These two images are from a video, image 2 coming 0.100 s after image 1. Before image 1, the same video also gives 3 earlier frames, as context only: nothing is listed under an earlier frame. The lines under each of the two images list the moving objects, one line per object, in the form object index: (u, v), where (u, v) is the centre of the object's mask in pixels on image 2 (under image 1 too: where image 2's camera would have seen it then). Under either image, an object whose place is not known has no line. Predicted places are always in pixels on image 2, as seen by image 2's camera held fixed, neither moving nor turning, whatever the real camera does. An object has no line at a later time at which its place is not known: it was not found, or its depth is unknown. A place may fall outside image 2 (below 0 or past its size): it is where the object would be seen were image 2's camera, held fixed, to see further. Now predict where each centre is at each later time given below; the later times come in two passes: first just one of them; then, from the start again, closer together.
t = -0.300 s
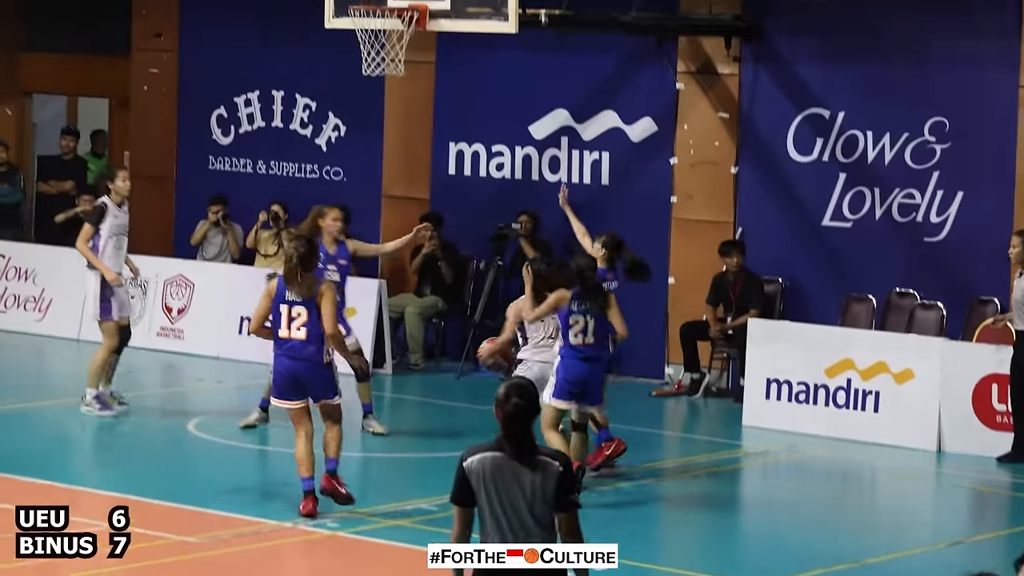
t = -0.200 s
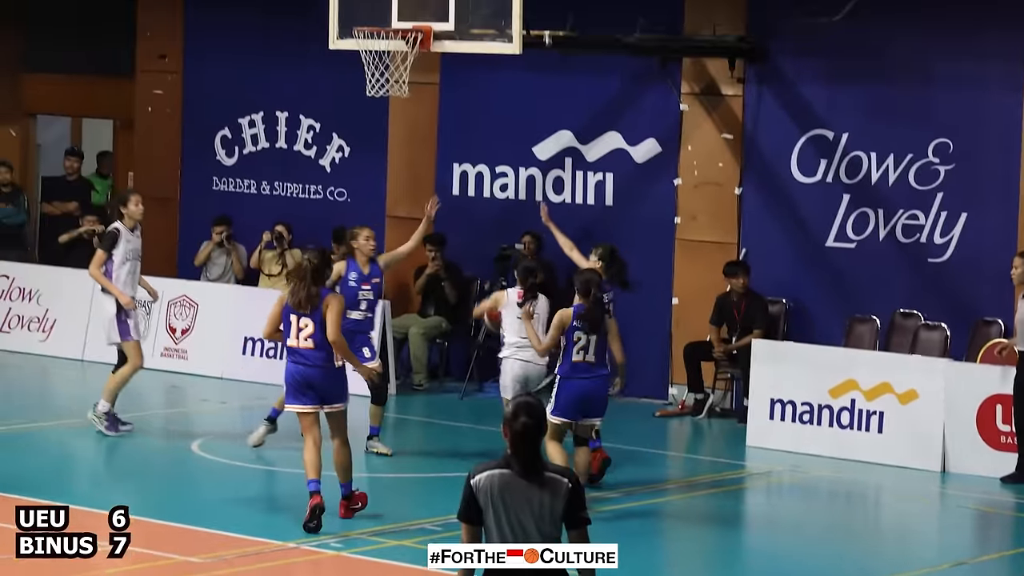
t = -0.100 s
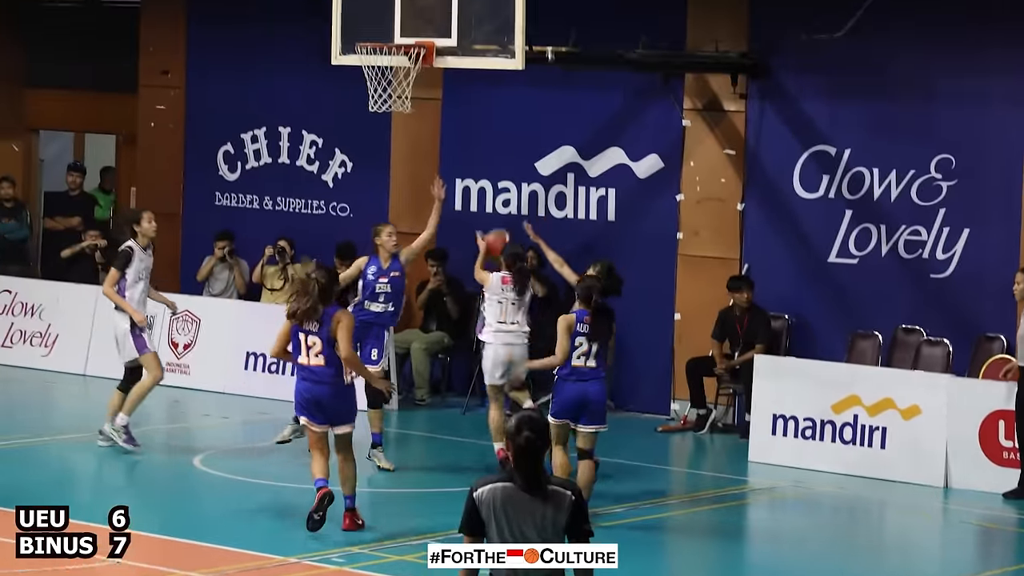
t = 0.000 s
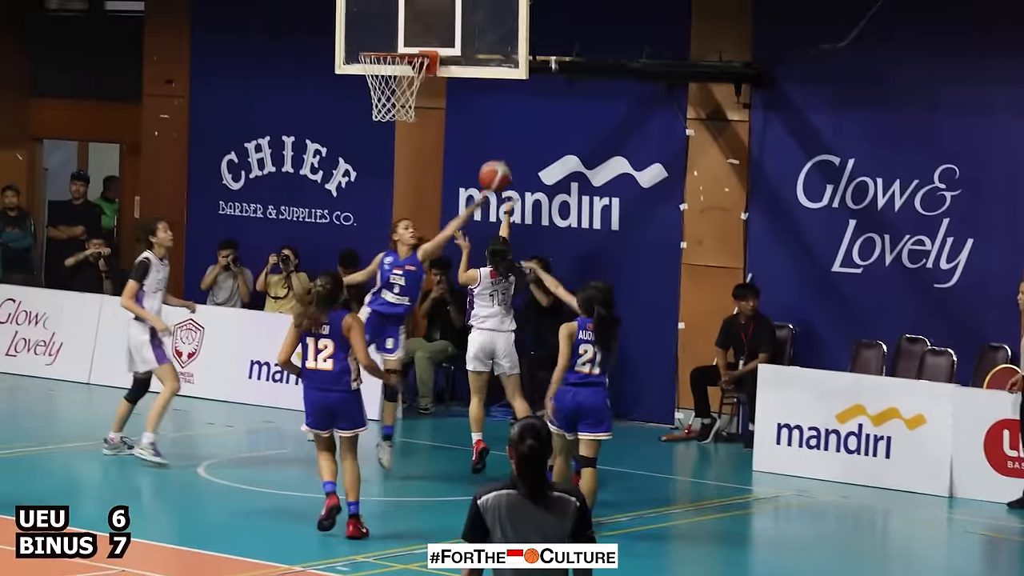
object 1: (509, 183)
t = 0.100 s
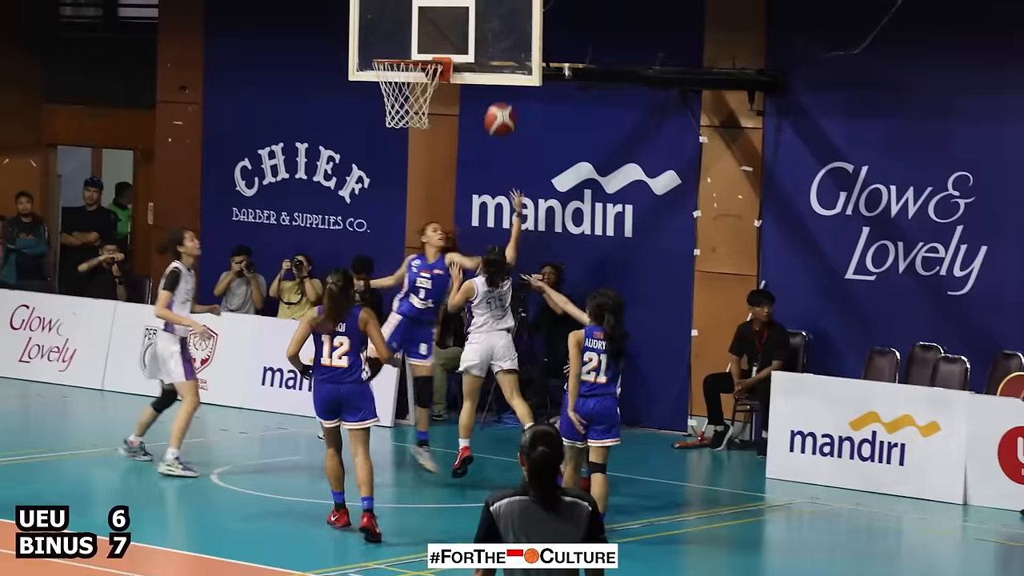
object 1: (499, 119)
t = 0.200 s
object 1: (492, 69)
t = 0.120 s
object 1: (497, 108)
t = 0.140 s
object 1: (497, 99)
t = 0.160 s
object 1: (495, 89)
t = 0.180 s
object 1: (493, 79)
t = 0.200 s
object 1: (492, 69)
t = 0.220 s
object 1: (490, 61)
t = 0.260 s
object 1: (487, 45)
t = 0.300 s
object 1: (483, 32)
